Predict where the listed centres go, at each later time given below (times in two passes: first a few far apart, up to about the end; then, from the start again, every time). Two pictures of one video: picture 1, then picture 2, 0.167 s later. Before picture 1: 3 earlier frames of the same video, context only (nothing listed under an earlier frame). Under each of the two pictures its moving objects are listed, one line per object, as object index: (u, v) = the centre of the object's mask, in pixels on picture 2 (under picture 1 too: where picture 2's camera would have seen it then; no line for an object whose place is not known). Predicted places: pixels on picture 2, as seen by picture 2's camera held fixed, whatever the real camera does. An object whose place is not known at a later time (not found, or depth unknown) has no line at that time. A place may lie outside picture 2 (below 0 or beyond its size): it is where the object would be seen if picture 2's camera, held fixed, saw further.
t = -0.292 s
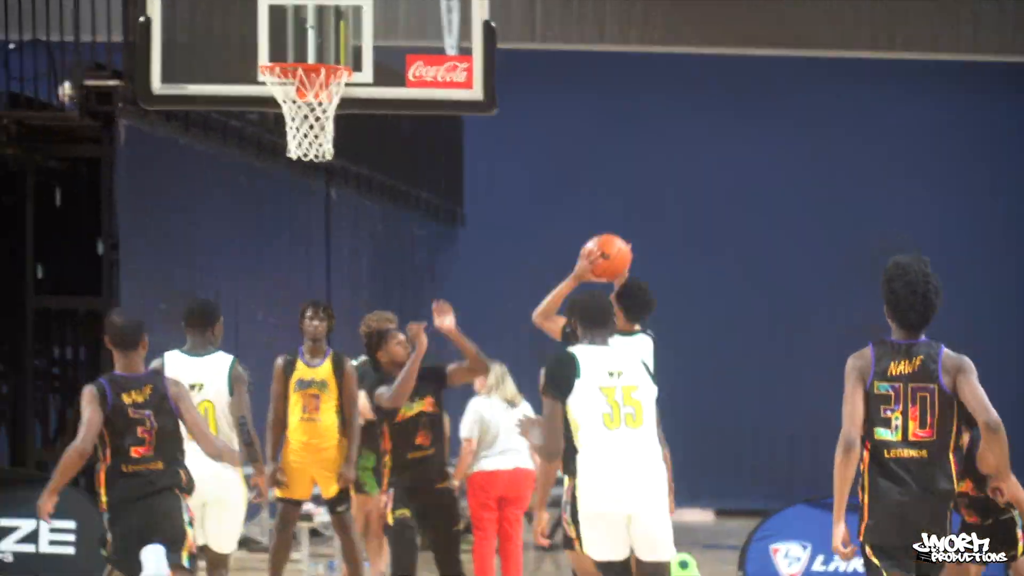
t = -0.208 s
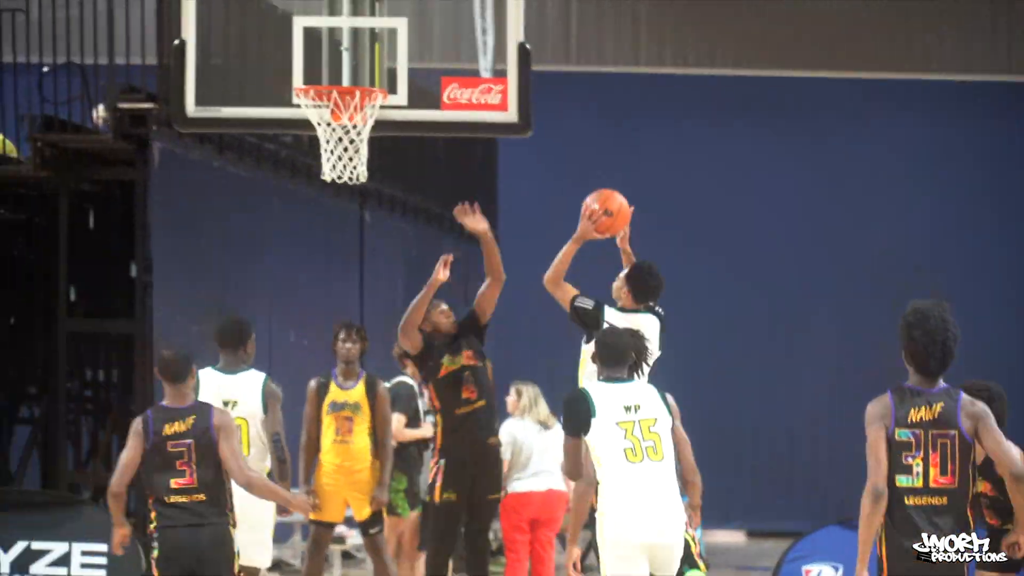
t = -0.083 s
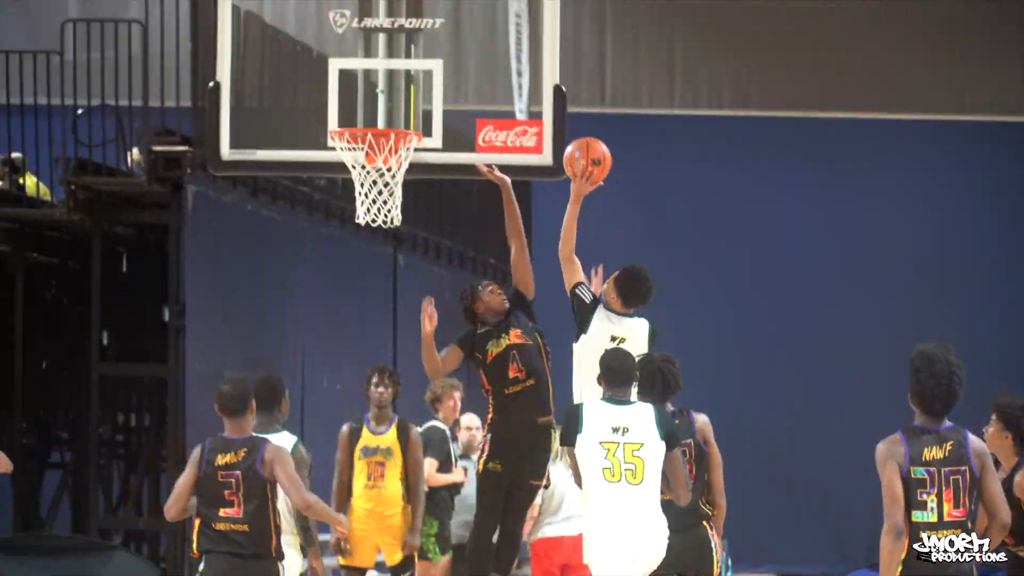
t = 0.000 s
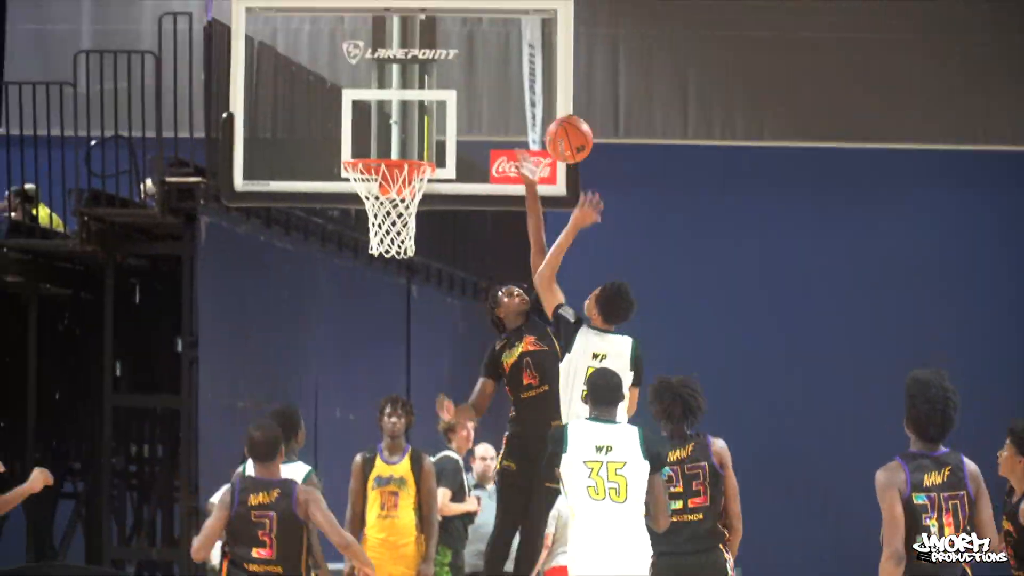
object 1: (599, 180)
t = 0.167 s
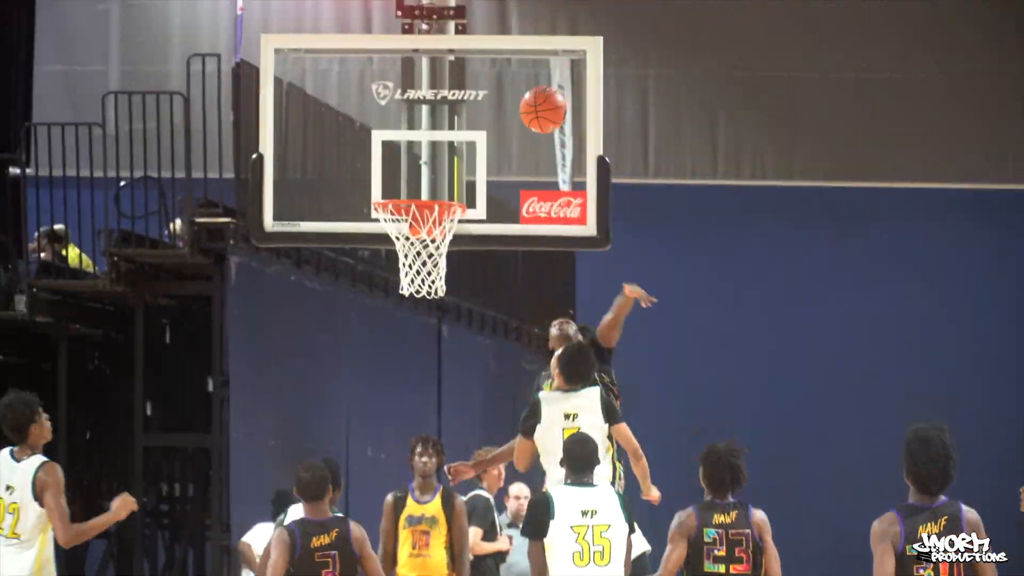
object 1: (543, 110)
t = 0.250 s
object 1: (516, 93)
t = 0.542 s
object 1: (425, 144)
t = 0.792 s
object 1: (430, 223)
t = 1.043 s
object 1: (439, 254)
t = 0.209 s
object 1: (530, 100)
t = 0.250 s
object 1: (516, 93)
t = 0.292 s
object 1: (503, 90)
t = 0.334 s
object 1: (490, 91)
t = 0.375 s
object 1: (476, 95)
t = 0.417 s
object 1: (463, 102)
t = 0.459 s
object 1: (450, 113)
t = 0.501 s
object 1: (437, 126)
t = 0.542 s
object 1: (425, 144)
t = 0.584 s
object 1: (412, 164)
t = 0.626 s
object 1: (399, 183)
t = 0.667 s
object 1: (400, 189)
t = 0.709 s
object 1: (407, 193)
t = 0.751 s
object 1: (420, 196)
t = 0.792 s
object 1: (430, 223)
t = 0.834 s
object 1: (438, 234)
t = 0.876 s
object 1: (447, 237)
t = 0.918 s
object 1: (451, 241)
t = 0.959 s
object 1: (450, 245)
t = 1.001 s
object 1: (446, 248)
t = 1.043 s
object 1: (439, 254)
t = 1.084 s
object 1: (431, 259)
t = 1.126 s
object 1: (422, 267)
